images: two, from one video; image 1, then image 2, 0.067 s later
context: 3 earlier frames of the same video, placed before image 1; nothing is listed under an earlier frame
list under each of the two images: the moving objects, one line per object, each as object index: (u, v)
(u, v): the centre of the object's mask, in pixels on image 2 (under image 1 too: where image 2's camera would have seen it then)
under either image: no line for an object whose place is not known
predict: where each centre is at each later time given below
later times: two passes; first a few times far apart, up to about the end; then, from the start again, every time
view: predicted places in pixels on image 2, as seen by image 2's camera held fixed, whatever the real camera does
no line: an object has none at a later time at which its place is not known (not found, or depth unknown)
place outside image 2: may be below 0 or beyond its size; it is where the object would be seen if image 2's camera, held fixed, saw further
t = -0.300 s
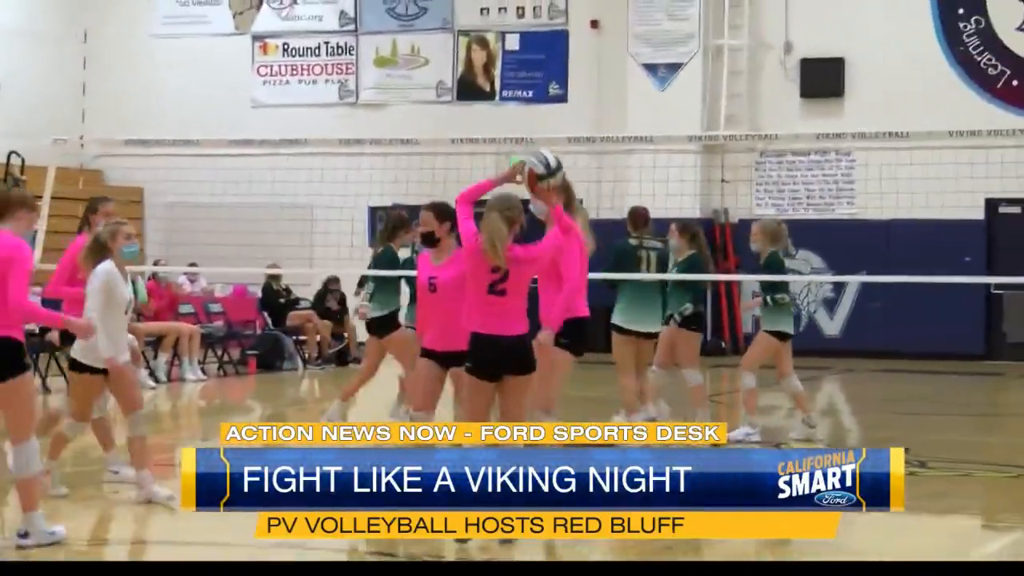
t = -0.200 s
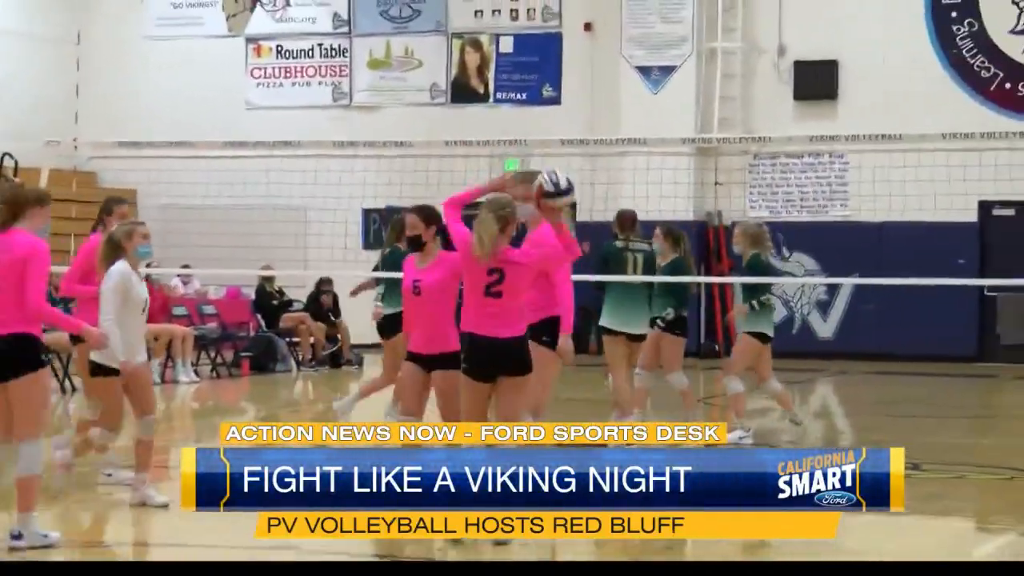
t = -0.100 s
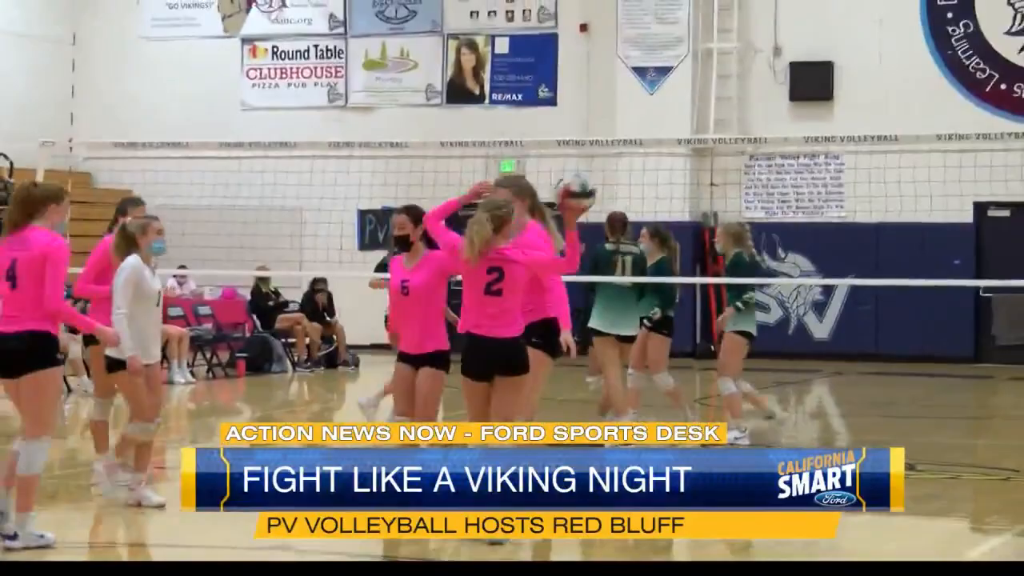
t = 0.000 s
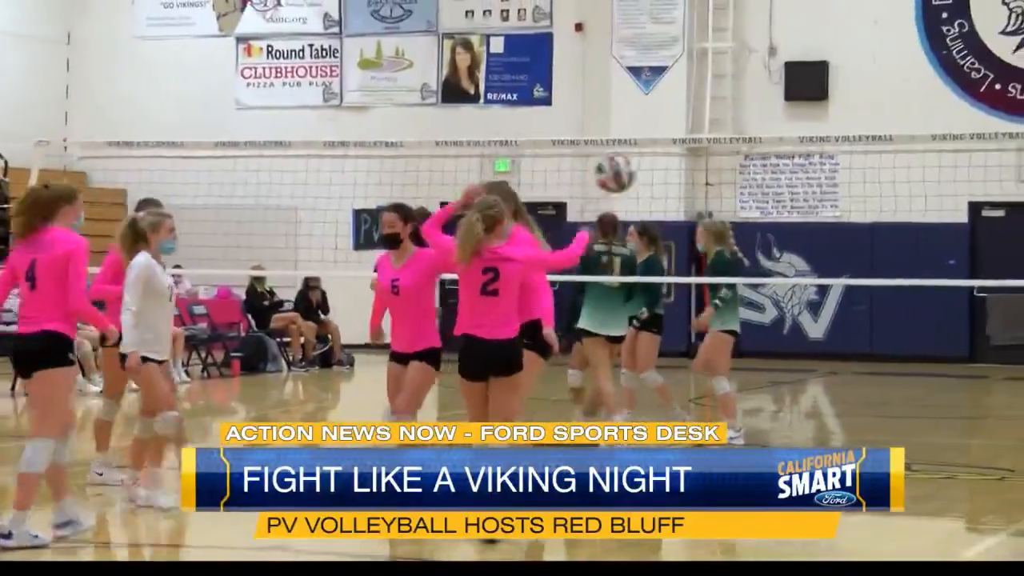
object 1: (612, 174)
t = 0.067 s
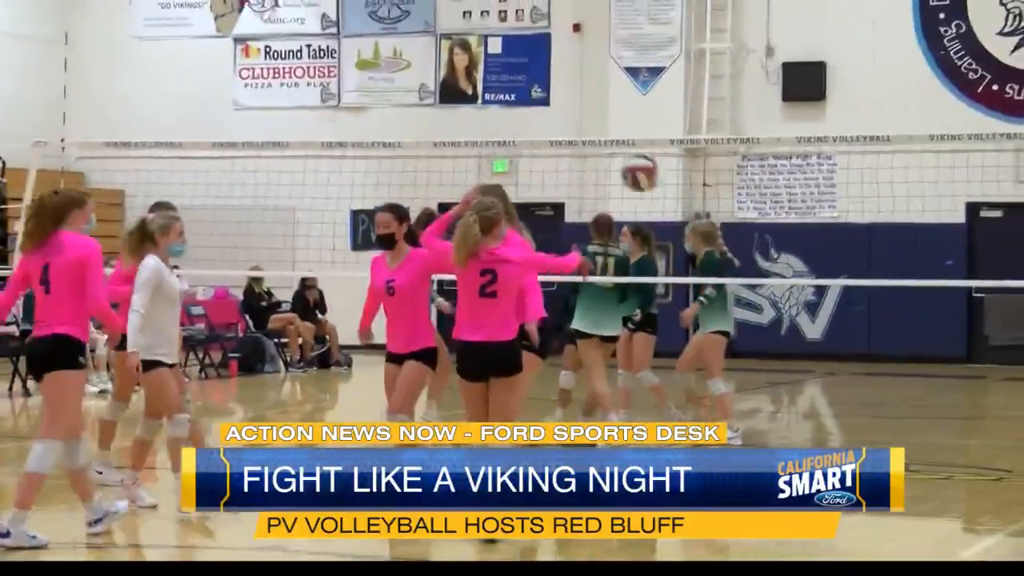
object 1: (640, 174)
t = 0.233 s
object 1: (699, 203)
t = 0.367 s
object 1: (740, 251)
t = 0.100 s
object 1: (652, 176)
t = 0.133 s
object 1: (665, 180)
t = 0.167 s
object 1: (677, 186)
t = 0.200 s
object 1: (689, 194)
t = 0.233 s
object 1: (699, 203)
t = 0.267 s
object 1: (711, 210)
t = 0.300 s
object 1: (722, 228)
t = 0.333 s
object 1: (731, 239)
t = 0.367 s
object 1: (740, 251)
